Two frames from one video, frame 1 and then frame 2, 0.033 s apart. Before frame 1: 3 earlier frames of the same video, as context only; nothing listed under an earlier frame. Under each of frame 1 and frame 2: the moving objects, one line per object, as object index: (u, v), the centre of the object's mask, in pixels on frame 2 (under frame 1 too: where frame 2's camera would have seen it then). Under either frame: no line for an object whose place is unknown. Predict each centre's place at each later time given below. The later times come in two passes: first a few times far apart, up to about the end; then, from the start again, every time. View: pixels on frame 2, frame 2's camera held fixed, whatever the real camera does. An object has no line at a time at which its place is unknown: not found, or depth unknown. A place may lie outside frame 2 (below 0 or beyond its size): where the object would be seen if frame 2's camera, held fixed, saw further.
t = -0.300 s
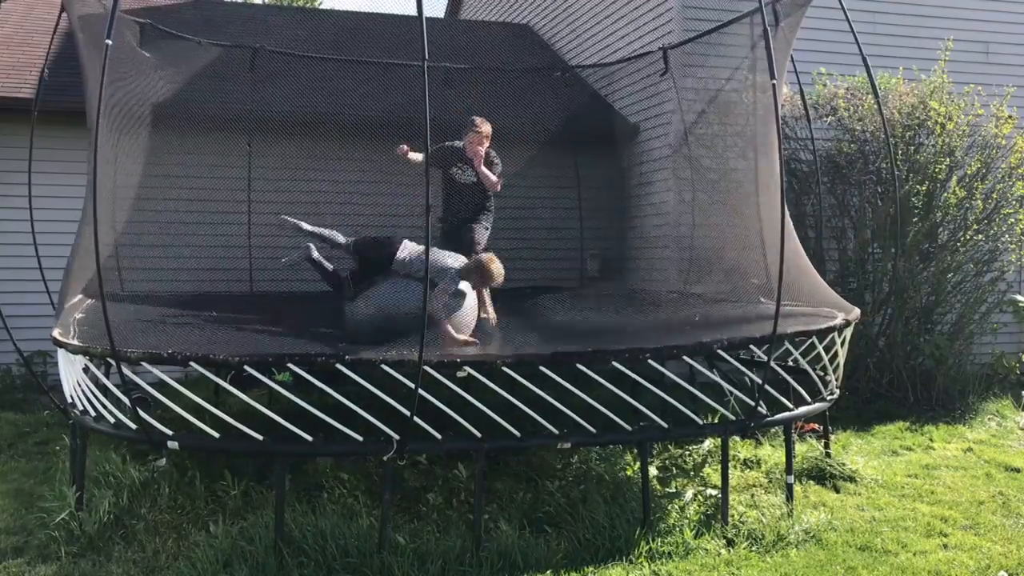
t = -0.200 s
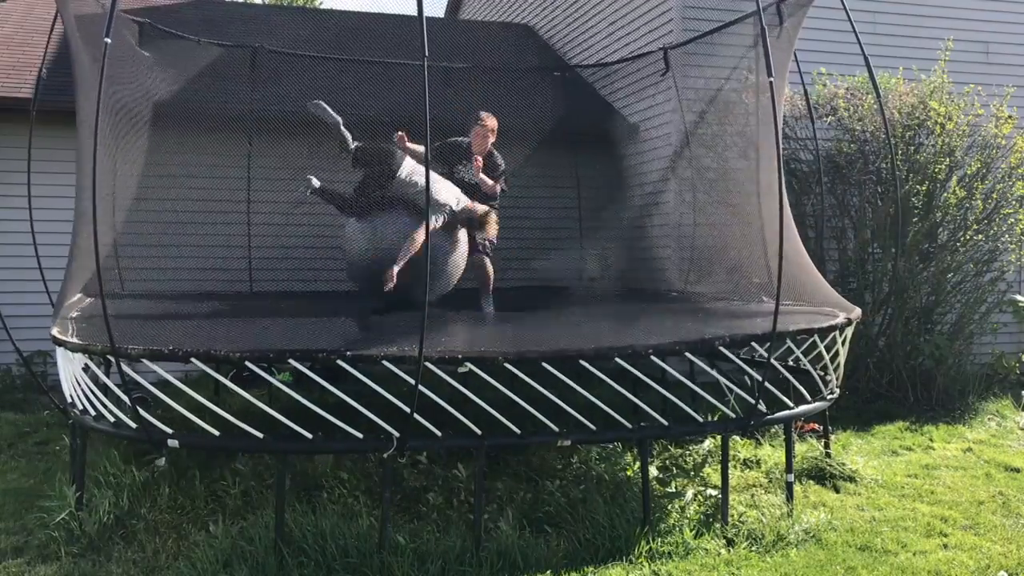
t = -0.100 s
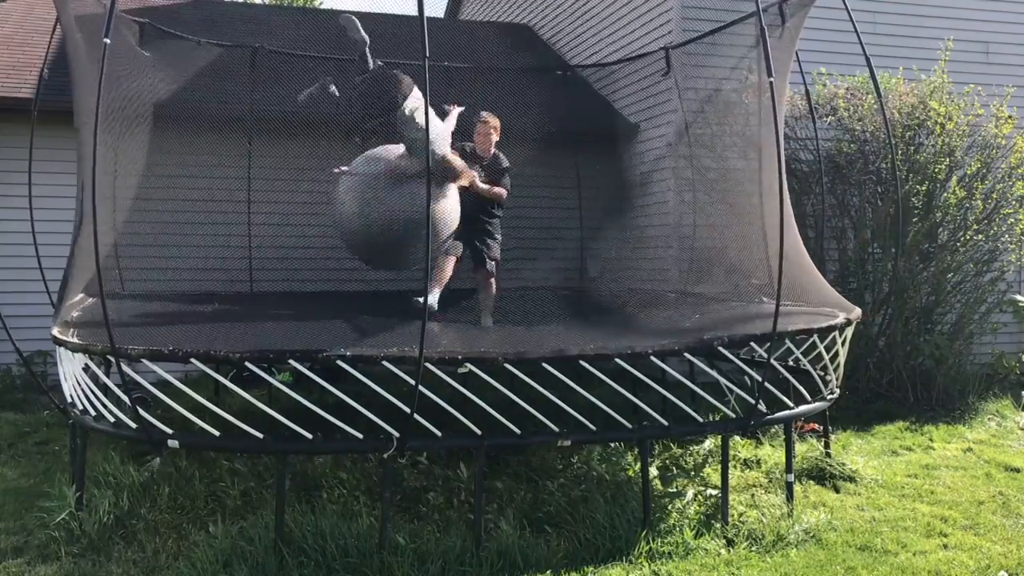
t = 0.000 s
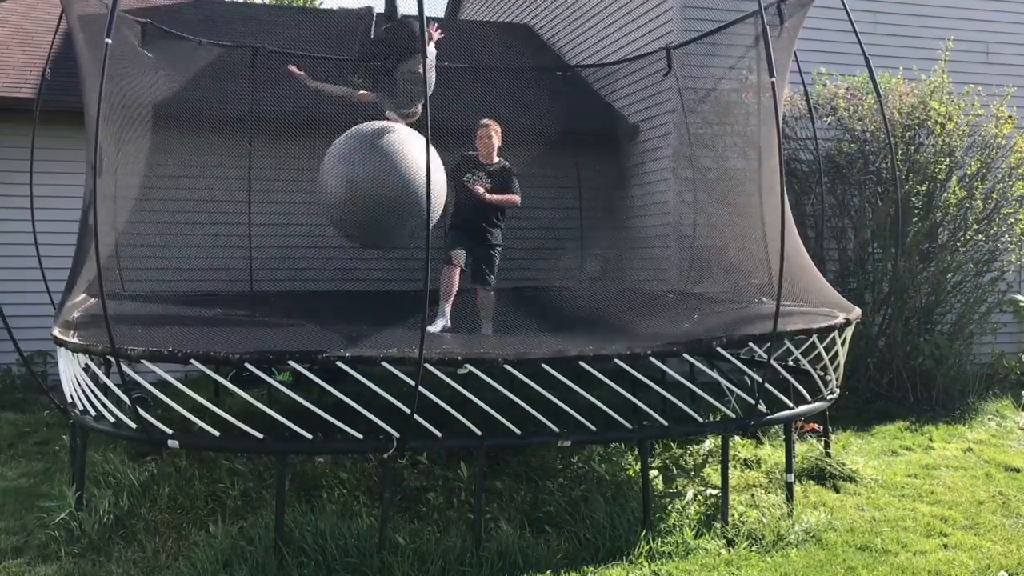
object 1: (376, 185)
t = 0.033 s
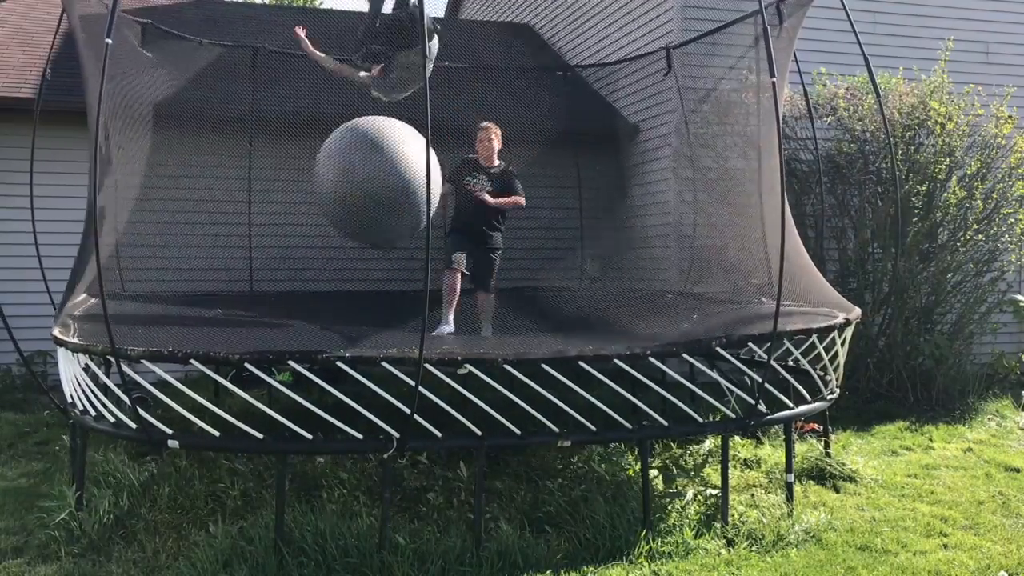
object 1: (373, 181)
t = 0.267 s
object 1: (340, 188)
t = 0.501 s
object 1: (304, 266)
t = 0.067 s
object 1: (369, 178)
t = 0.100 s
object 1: (365, 175)
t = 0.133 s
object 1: (361, 175)
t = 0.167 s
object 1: (356, 176)
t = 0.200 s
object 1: (351, 179)
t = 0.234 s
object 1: (346, 183)
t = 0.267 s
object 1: (340, 188)
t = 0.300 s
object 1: (335, 195)
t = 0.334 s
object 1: (331, 203)
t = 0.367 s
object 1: (324, 213)
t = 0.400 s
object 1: (320, 224)
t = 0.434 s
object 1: (315, 238)
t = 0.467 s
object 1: (309, 252)
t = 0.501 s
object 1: (304, 266)
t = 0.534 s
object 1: (298, 274)
